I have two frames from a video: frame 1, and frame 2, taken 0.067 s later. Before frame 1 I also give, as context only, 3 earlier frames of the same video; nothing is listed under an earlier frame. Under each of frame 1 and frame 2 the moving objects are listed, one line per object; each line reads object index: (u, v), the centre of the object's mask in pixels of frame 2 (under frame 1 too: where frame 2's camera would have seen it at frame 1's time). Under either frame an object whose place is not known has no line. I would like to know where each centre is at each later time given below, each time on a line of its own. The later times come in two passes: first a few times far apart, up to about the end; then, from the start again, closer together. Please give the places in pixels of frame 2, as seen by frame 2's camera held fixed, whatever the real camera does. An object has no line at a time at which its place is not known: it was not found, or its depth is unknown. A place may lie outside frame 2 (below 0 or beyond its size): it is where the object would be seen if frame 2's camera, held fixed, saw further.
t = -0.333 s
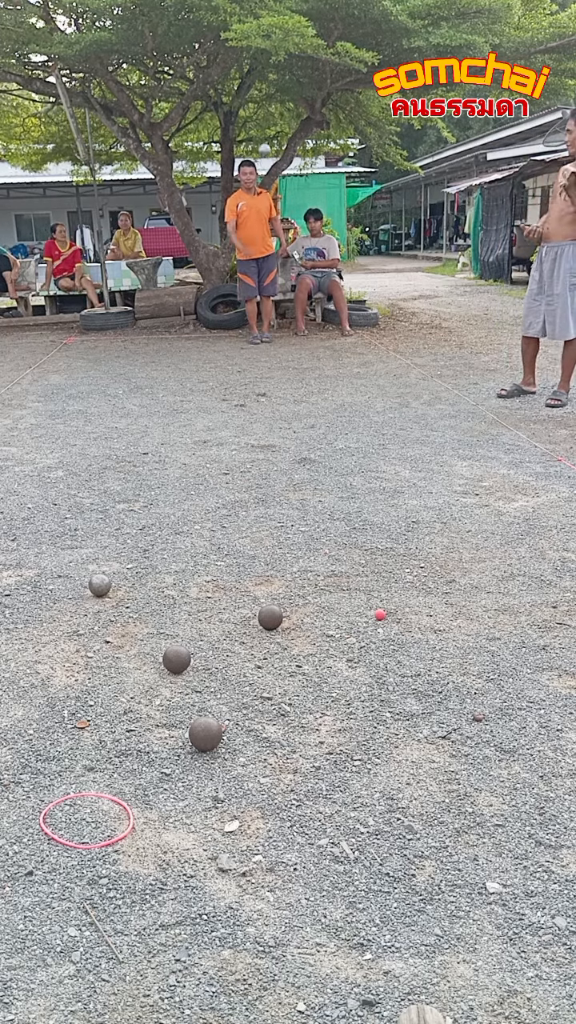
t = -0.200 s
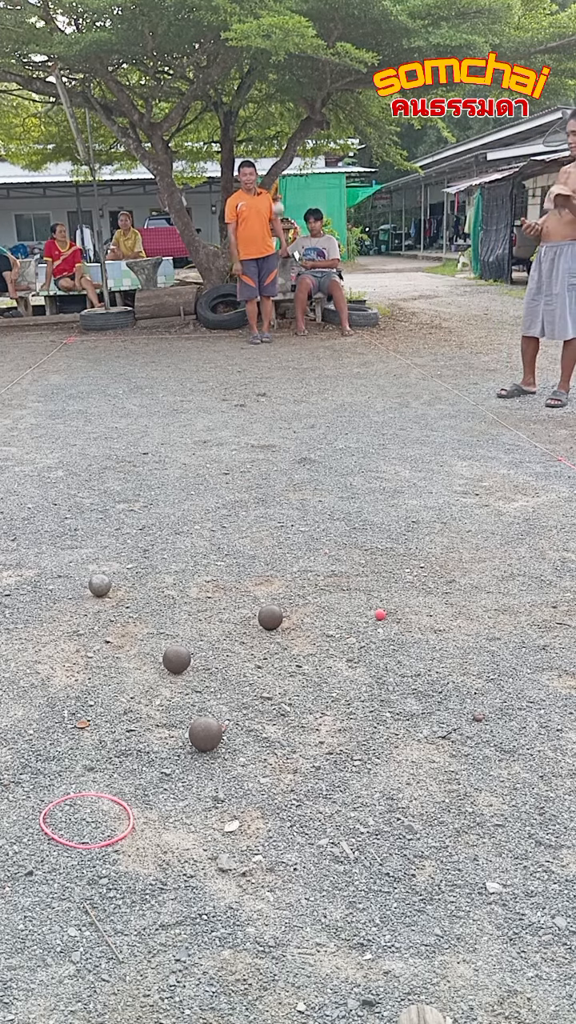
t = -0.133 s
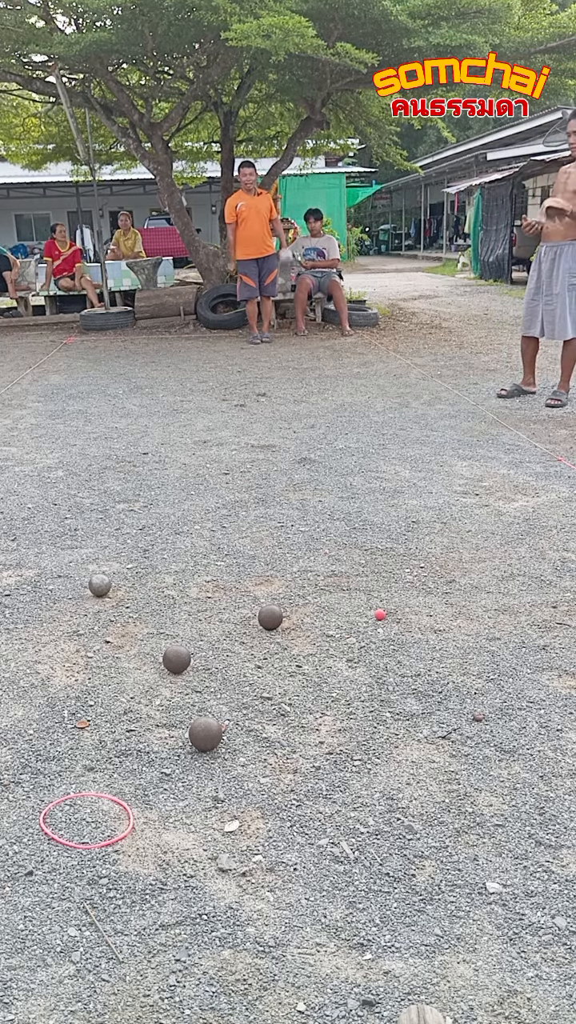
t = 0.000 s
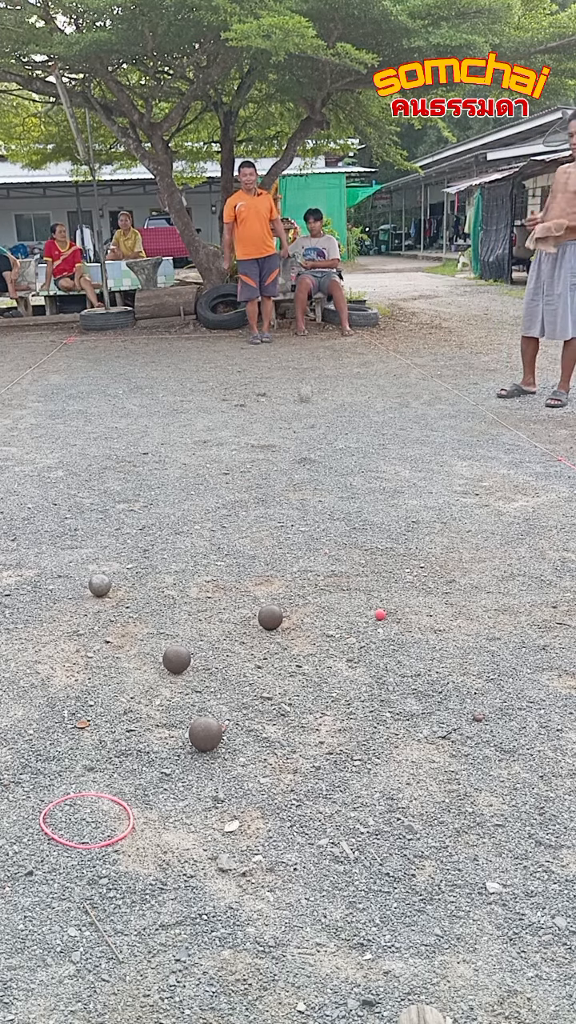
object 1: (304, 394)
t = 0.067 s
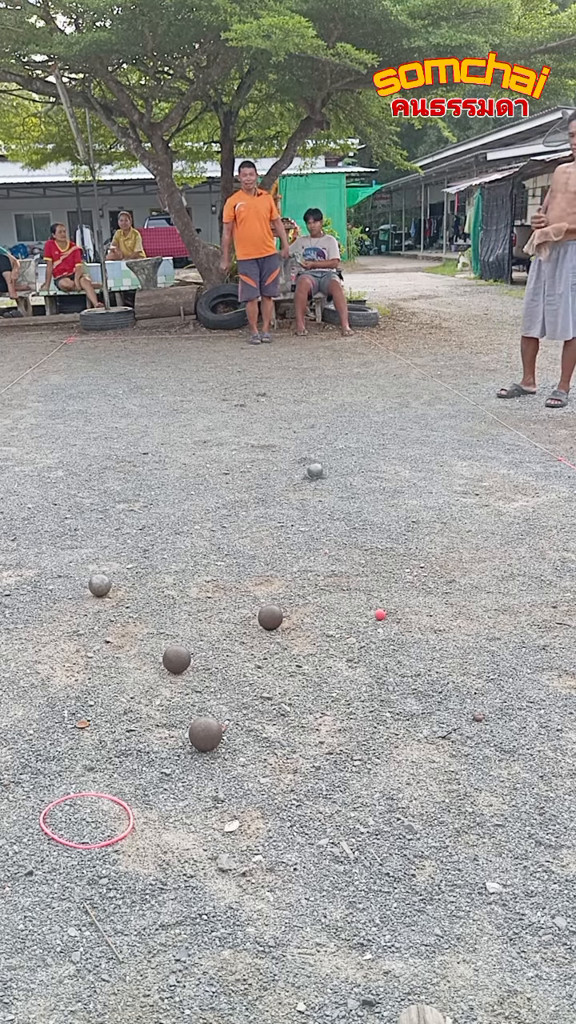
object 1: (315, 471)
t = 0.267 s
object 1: (332, 504)
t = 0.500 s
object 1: (347, 548)
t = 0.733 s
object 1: (357, 585)
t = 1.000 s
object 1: (371, 621)
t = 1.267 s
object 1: (382, 650)
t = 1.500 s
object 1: (395, 665)
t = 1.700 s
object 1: (407, 673)
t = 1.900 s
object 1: (407, 672)
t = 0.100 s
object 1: (318, 473)
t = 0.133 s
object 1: (320, 478)
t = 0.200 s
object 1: (327, 495)
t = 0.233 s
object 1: (330, 499)
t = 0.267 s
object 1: (332, 504)
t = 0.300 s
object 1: (336, 513)
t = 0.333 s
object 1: (338, 519)
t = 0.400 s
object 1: (343, 531)
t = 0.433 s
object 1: (344, 536)
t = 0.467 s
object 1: (346, 543)
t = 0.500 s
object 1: (347, 548)
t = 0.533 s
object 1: (349, 554)
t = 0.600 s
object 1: (351, 565)
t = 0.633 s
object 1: (352, 571)
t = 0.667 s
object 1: (354, 575)
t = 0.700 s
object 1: (356, 579)
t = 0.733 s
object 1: (357, 585)
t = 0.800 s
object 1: (361, 595)
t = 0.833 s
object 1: (363, 600)
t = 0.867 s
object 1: (365, 604)
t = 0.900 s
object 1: (367, 610)
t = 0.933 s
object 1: (368, 614)
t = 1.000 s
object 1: (371, 621)
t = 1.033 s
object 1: (374, 625)
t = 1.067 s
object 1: (375, 628)
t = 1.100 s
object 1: (377, 632)
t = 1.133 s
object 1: (379, 636)
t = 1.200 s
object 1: (380, 643)
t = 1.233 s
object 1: (381, 647)
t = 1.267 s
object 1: (382, 650)
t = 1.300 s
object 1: (383, 652)
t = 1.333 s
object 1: (385, 655)
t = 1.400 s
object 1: (388, 660)
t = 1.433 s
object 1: (391, 662)
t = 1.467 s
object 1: (393, 664)
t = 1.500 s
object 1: (395, 665)
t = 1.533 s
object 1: (397, 667)
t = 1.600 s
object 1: (402, 670)
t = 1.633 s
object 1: (405, 671)
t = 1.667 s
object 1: (406, 672)
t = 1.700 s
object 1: (407, 673)
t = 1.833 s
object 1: (408, 673)
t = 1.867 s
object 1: (407, 673)
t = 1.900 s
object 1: (407, 672)
